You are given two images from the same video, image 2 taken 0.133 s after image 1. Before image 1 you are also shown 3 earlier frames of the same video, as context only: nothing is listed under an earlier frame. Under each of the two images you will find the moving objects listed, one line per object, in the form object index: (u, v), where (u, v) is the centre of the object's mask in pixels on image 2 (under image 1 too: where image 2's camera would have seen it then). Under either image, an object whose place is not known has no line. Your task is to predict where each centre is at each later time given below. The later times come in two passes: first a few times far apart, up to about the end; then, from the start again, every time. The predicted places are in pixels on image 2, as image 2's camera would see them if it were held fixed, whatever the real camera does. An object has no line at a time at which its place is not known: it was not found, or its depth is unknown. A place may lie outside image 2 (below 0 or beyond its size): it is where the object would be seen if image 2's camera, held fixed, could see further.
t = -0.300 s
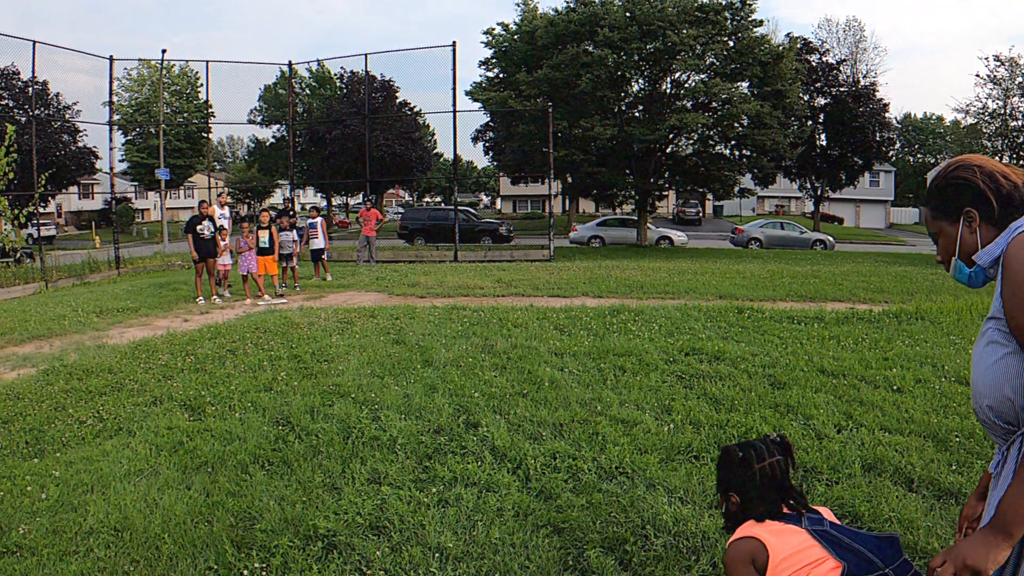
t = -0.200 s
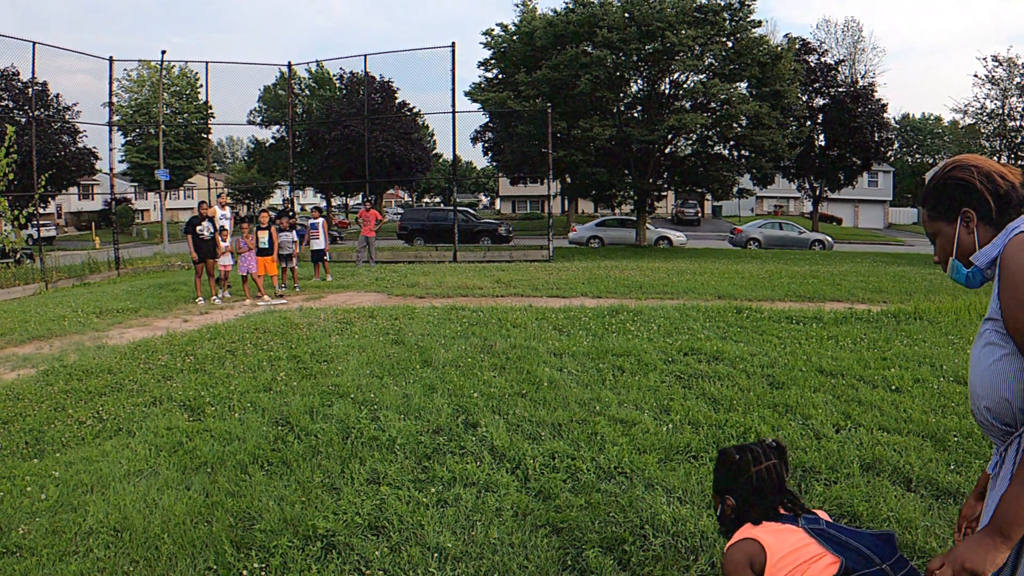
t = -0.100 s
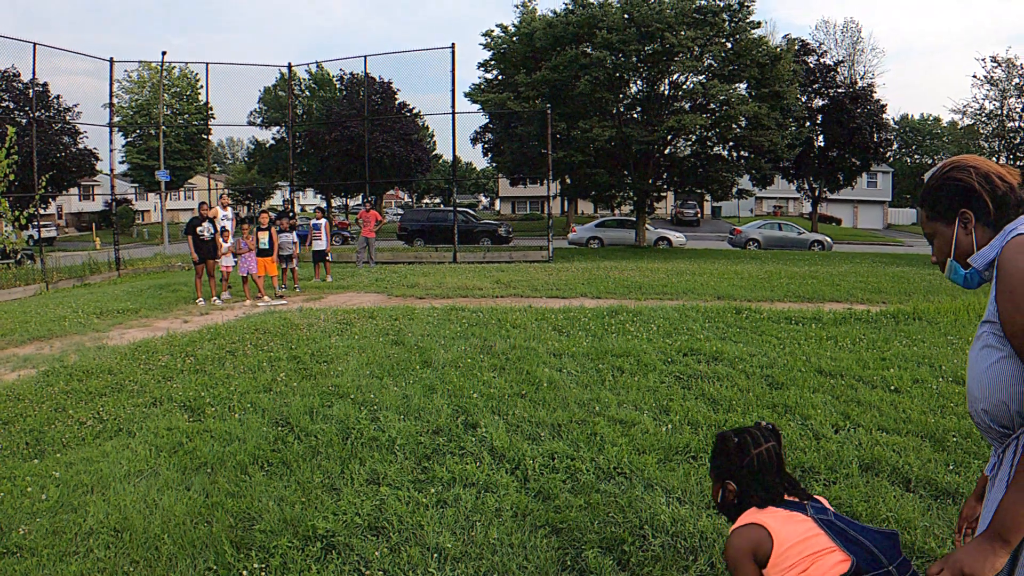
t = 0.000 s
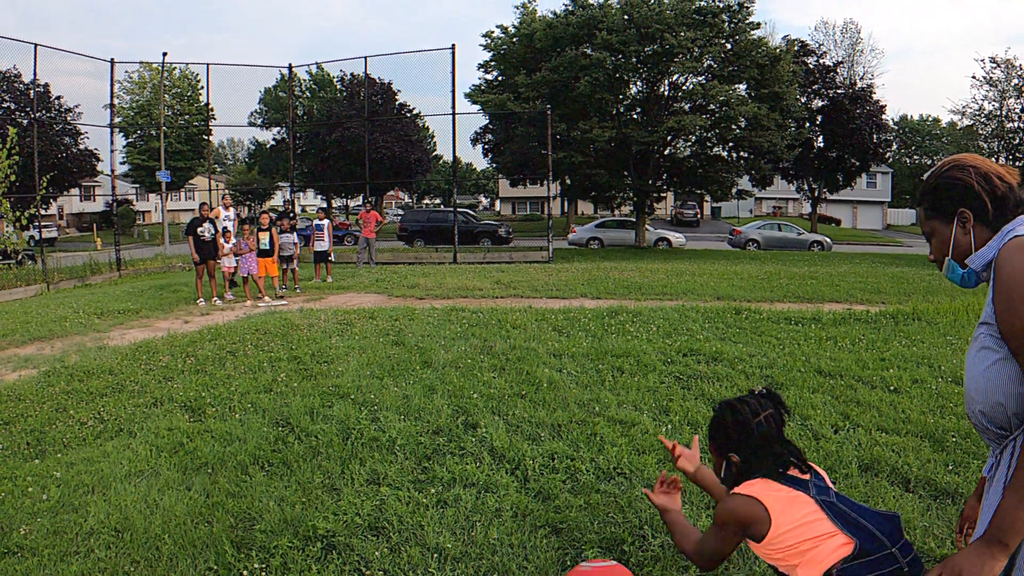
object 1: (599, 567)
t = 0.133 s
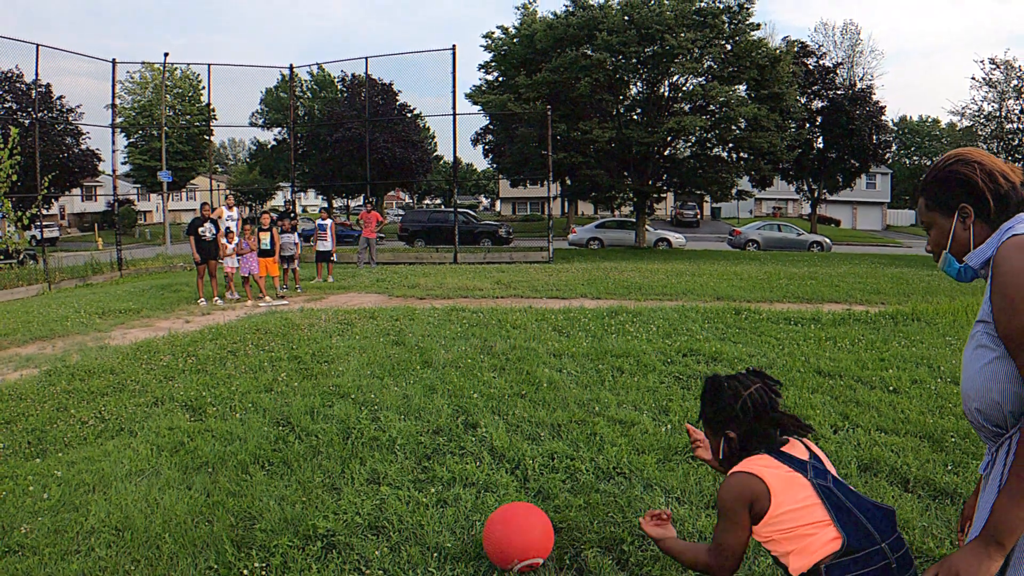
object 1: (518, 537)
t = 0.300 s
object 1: (453, 484)
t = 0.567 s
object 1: (394, 427)
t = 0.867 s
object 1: (366, 397)
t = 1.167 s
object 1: (361, 374)
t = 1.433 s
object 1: (363, 363)
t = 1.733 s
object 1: (364, 356)
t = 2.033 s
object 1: (364, 357)
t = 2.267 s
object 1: (364, 358)
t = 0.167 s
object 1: (502, 525)
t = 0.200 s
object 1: (488, 513)
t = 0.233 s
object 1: (475, 502)
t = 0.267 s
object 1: (464, 493)
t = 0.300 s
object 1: (453, 484)
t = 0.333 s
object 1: (443, 476)
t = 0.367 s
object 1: (434, 468)
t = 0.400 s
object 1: (426, 461)
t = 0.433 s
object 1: (418, 454)
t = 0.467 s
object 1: (410, 447)
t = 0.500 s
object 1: (404, 440)
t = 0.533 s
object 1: (399, 434)
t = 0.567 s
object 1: (394, 427)
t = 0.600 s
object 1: (389, 421)
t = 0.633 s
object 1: (385, 415)
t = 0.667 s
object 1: (381, 411)
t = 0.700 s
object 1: (378, 409)
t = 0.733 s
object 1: (375, 406)
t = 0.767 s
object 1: (372, 405)
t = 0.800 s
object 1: (369, 403)
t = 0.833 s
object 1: (367, 399)
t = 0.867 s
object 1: (366, 397)
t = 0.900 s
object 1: (364, 394)
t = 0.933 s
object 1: (363, 392)
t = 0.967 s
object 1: (362, 389)
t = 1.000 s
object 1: (361, 386)
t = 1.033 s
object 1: (361, 383)
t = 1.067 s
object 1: (361, 380)
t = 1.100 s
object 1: (361, 378)
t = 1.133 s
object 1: (361, 376)
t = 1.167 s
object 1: (361, 374)
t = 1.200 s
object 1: (362, 373)
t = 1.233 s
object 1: (362, 372)
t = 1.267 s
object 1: (362, 371)
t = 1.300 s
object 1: (362, 370)
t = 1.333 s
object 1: (362, 367)
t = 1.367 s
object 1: (362, 365)
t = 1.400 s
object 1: (363, 364)
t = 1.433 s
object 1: (363, 363)
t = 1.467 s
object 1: (363, 362)
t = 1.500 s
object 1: (363, 361)
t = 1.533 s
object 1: (363, 360)
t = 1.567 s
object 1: (364, 359)
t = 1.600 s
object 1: (363, 358)
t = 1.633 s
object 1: (364, 358)
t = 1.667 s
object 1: (364, 357)
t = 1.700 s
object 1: (364, 357)
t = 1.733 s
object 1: (364, 356)
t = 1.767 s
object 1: (364, 356)
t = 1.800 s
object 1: (364, 356)
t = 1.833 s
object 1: (364, 356)
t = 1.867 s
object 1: (364, 356)
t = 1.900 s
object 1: (364, 356)
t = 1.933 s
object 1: (364, 357)
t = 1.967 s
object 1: (364, 357)
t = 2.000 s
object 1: (364, 357)
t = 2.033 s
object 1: (364, 357)
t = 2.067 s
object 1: (364, 357)
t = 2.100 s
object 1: (364, 357)
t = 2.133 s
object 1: (364, 358)
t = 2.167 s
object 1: (364, 358)
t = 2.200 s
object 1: (364, 358)
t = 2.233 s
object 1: (364, 358)
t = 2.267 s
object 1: (364, 358)
